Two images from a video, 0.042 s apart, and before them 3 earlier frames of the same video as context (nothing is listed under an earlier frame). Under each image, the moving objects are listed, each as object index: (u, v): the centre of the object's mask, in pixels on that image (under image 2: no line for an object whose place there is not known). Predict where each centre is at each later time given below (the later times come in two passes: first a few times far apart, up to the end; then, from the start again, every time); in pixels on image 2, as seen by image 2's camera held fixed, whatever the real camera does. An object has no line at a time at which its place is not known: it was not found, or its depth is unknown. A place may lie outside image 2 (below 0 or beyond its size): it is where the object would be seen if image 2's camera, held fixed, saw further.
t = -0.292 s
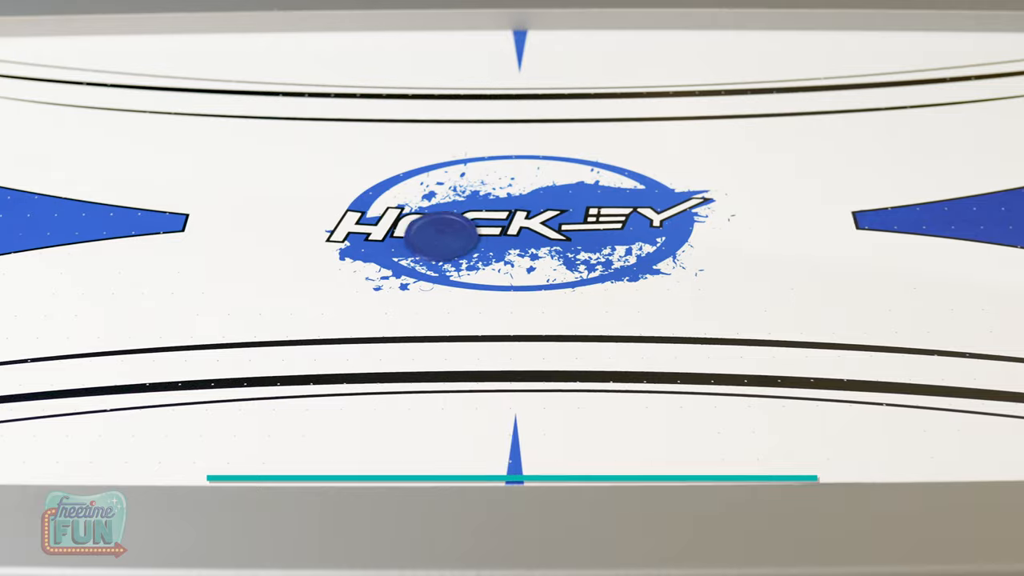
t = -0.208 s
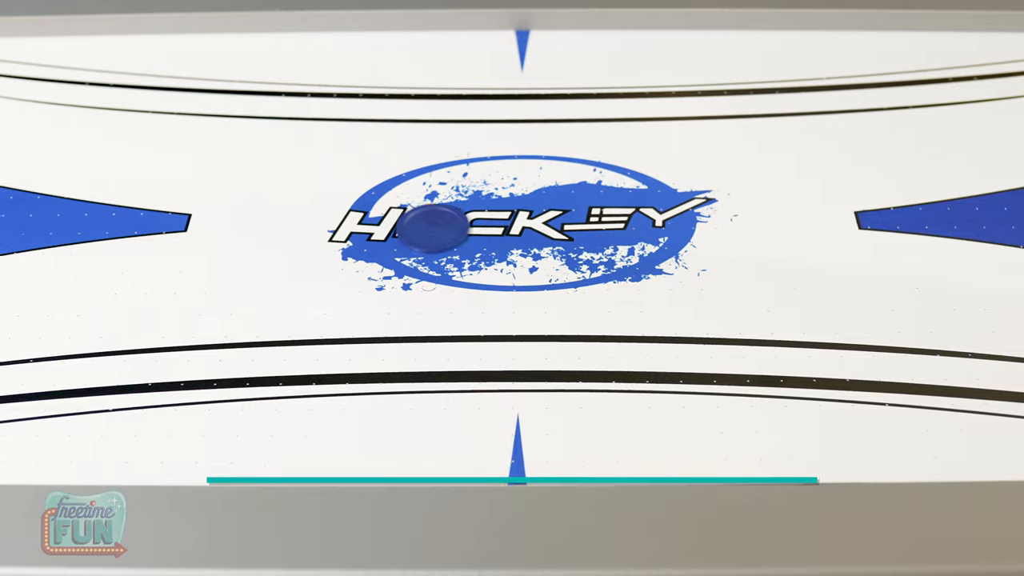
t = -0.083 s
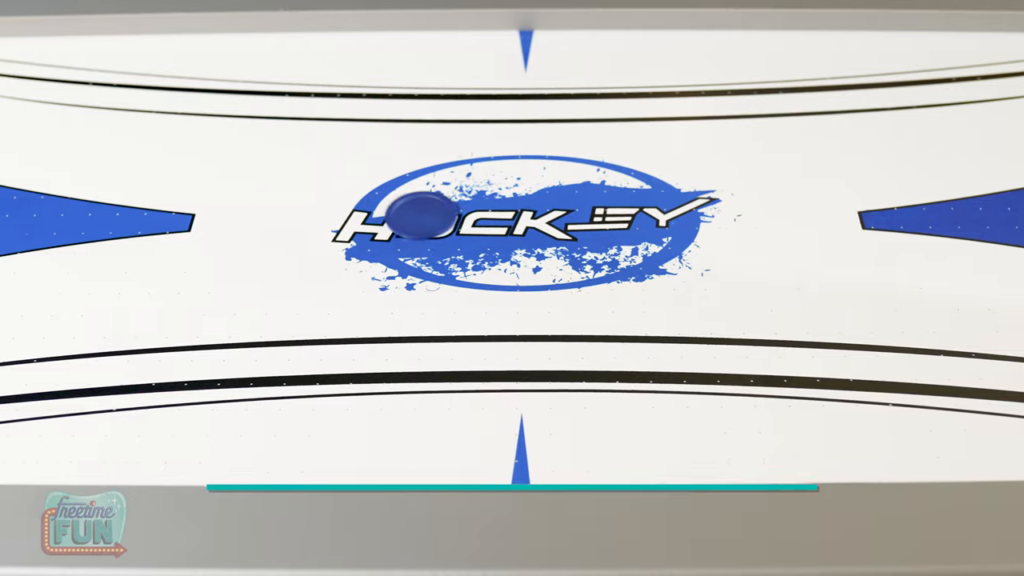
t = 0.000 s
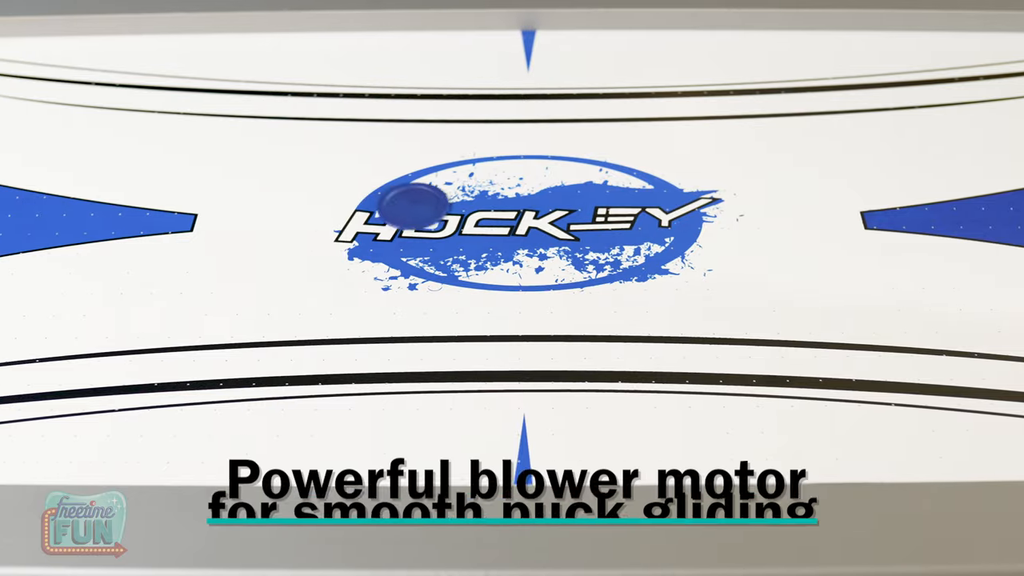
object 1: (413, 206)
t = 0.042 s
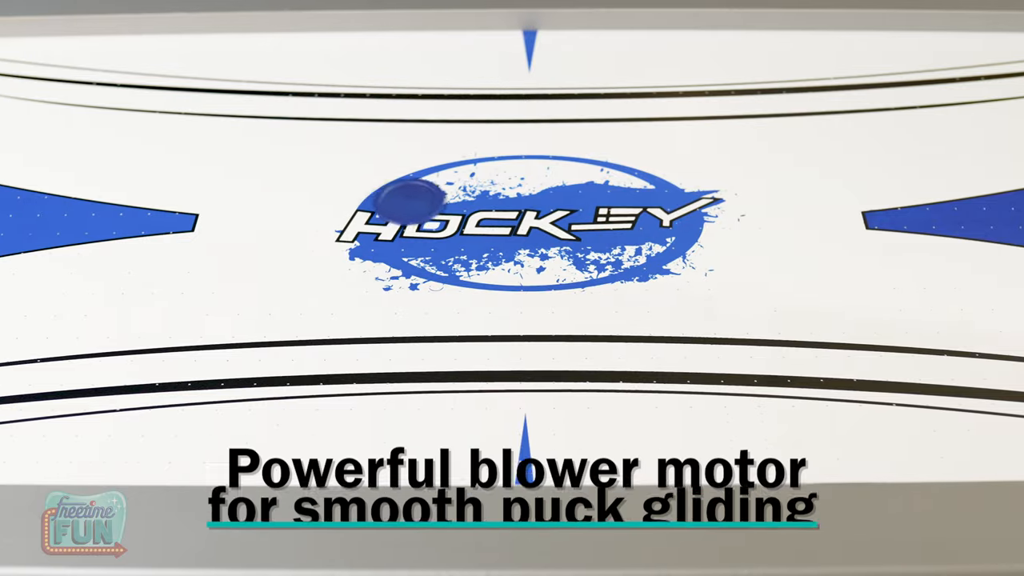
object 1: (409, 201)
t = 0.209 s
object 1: (387, 182)
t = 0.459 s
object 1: (354, 152)
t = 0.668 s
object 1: (326, 127)
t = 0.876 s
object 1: (298, 100)
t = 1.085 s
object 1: (271, 74)
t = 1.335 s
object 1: (240, 55)
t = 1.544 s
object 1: (216, 78)
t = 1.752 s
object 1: (191, 100)
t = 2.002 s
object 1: (159, 125)
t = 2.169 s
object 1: (137, 141)
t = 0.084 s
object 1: (404, 197)
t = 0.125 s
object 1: (398, 192)
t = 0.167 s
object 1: (393, 187)
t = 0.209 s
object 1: (387, 182)
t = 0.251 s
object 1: (382, 178)
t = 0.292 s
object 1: (376, 173)
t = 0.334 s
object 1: (370, 168)
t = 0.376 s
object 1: (365, 163)
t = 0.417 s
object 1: (359, 158)
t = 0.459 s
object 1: (354, 152)
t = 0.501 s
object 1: (348, 148)
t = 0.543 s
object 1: (343, 142)
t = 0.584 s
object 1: (337, 137)
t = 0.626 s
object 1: (332, 132)
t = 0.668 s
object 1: (326, 127)
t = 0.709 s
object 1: (321, 122)
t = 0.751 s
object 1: (315, 116)
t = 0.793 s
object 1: (309, 111)
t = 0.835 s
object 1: (304, 106)
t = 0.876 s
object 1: (298, 100)
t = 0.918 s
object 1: (293, 95)
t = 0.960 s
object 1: (287, 90)
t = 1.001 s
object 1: (282, 84)
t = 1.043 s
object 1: (276, 79)
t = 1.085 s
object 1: (271, 74)
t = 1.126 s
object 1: (266, 68)
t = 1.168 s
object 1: (260, 63)
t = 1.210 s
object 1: (255, 58)
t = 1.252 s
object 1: (250, 52)
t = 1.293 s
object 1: (245, 50)
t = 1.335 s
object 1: (240, 55)
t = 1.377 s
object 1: (235, 59)
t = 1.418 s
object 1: (231, 64)
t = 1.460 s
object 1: (226, 68)
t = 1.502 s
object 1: (221, 74)
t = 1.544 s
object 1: (216, 78)
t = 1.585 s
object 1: (211, 82)
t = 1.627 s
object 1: (206, 86)
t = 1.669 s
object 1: (201, 91)
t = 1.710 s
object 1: (197, 95)
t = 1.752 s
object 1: (191, 100)
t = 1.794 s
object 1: (186, 104)
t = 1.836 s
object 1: (181, 108)
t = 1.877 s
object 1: (175, 113)
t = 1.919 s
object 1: (170, 117)
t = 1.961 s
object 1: (165, 121)
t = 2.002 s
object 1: (159, 125)
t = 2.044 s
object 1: (154, 129)
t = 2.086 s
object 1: (148, 133)
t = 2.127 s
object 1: (143, 137)
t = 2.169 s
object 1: (137, 141)
